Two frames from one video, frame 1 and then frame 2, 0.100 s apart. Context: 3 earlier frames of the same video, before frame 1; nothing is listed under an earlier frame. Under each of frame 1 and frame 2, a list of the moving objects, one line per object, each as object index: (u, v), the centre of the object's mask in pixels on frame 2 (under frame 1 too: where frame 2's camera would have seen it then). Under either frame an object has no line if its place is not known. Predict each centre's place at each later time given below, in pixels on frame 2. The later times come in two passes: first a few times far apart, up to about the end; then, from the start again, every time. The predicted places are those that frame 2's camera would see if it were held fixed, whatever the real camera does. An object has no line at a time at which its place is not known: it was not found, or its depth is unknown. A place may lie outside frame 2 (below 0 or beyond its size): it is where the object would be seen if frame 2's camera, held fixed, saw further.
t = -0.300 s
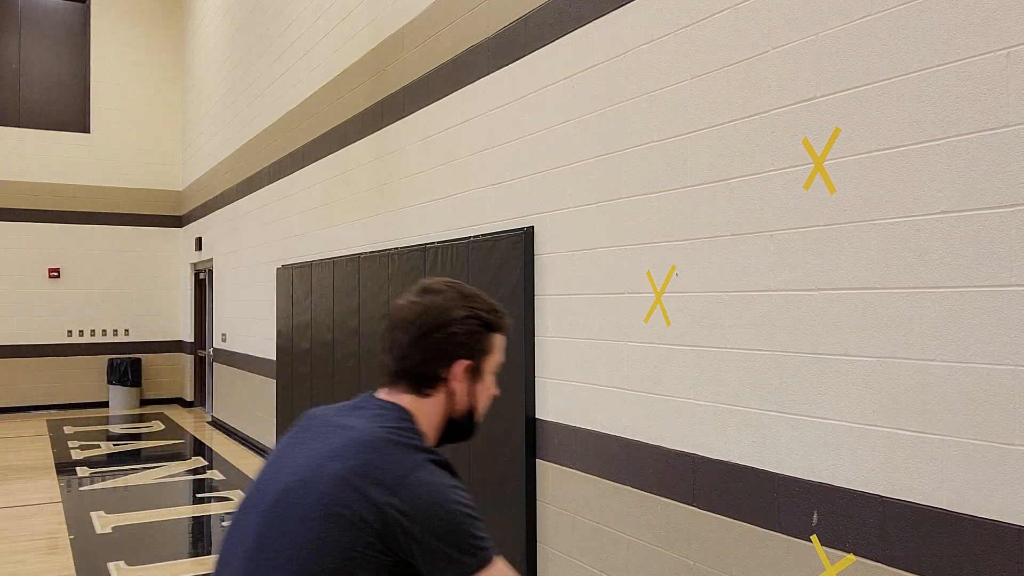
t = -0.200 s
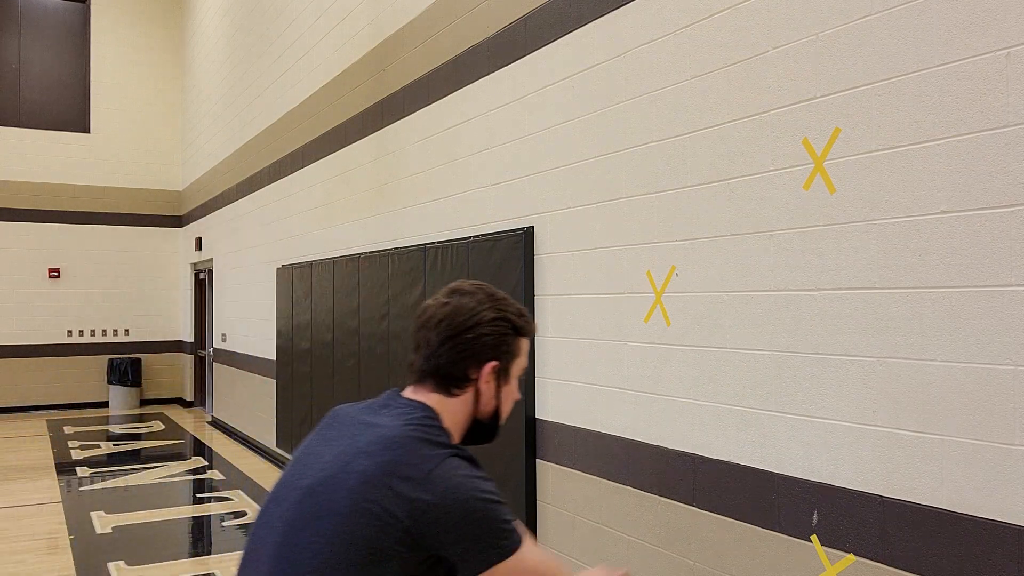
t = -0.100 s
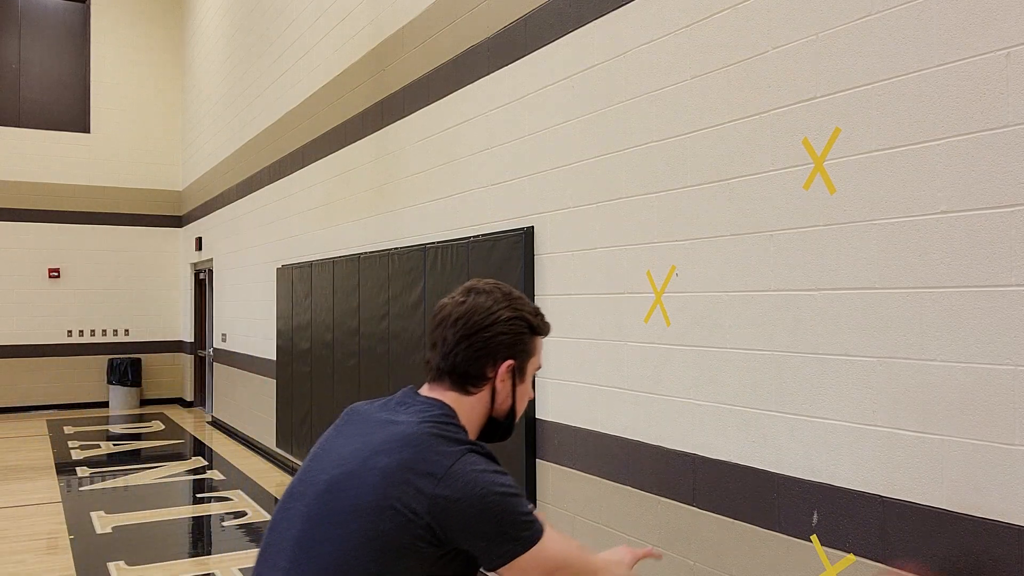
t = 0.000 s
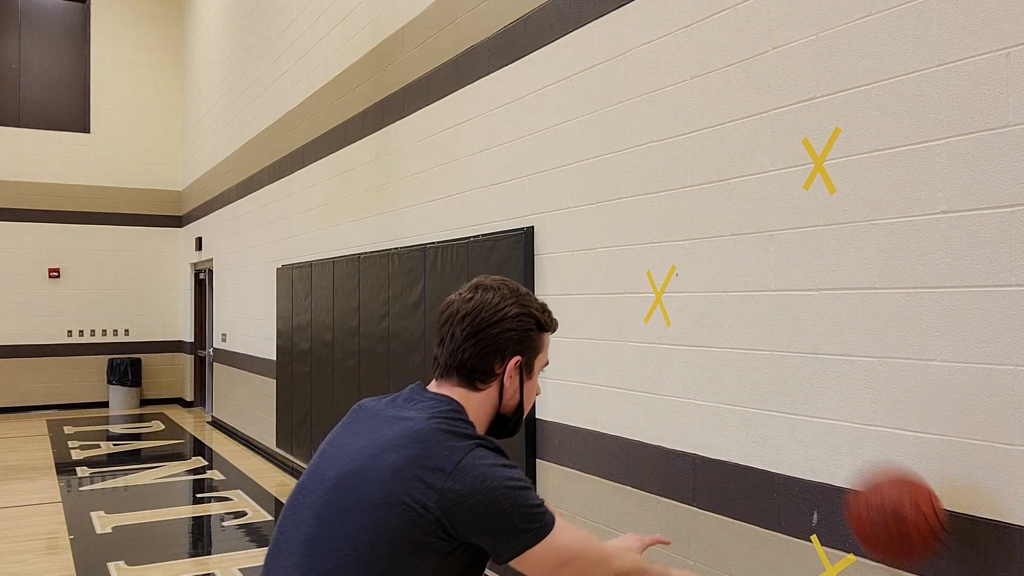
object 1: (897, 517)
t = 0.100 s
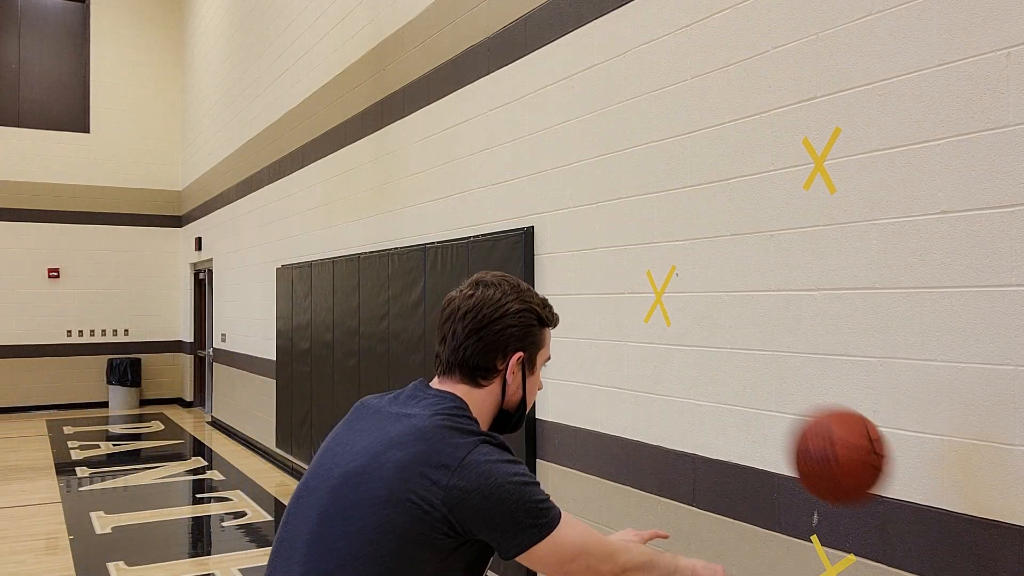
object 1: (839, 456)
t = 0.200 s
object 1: (778, 433)
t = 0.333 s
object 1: (689, 463)
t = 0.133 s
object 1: (820, 444)
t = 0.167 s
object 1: (799, 436)
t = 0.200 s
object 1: (778, 433)
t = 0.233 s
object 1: (757, 434)
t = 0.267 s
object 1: (734, 440)
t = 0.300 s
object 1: (711, 451)
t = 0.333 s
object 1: (689, 463)
